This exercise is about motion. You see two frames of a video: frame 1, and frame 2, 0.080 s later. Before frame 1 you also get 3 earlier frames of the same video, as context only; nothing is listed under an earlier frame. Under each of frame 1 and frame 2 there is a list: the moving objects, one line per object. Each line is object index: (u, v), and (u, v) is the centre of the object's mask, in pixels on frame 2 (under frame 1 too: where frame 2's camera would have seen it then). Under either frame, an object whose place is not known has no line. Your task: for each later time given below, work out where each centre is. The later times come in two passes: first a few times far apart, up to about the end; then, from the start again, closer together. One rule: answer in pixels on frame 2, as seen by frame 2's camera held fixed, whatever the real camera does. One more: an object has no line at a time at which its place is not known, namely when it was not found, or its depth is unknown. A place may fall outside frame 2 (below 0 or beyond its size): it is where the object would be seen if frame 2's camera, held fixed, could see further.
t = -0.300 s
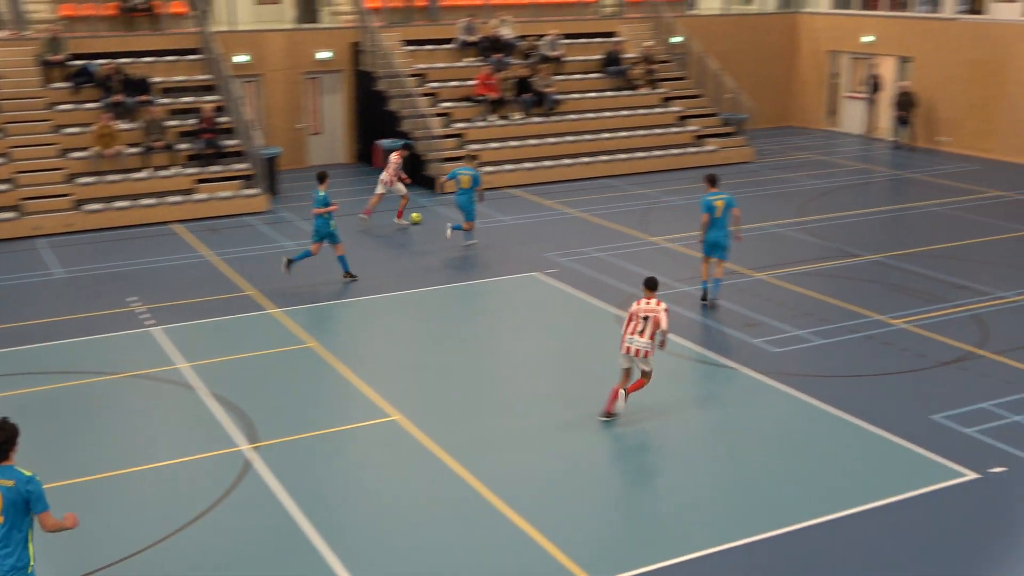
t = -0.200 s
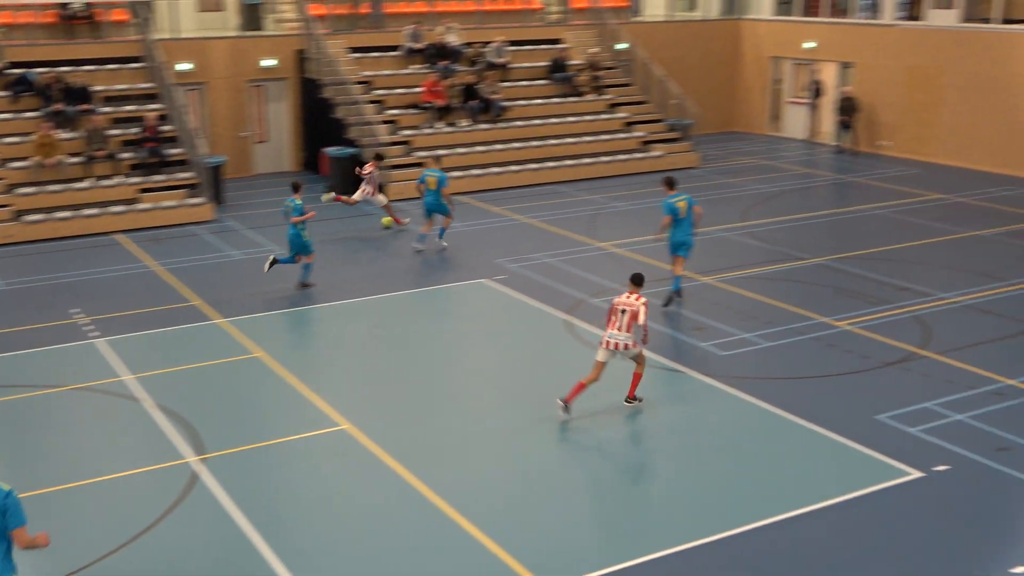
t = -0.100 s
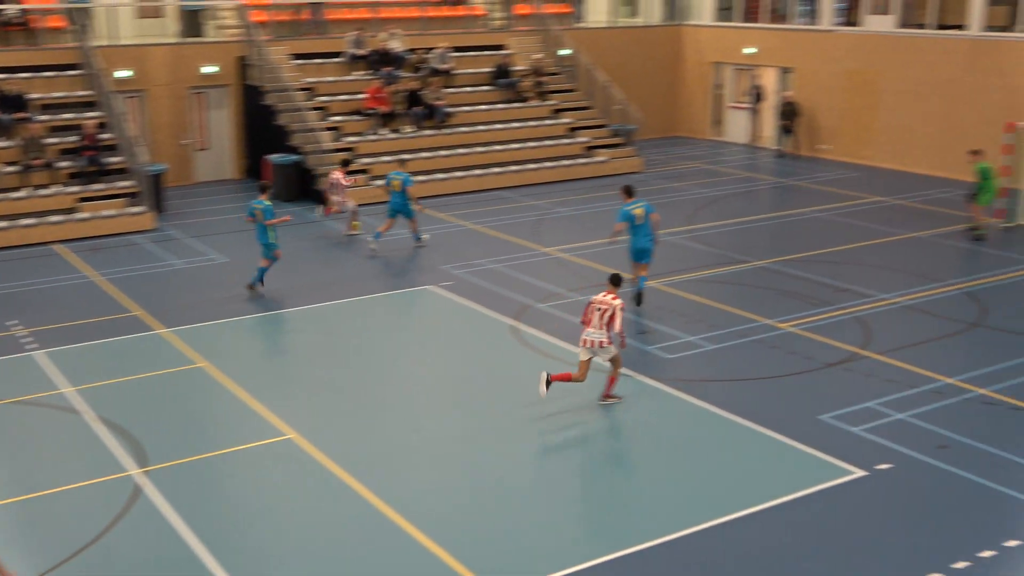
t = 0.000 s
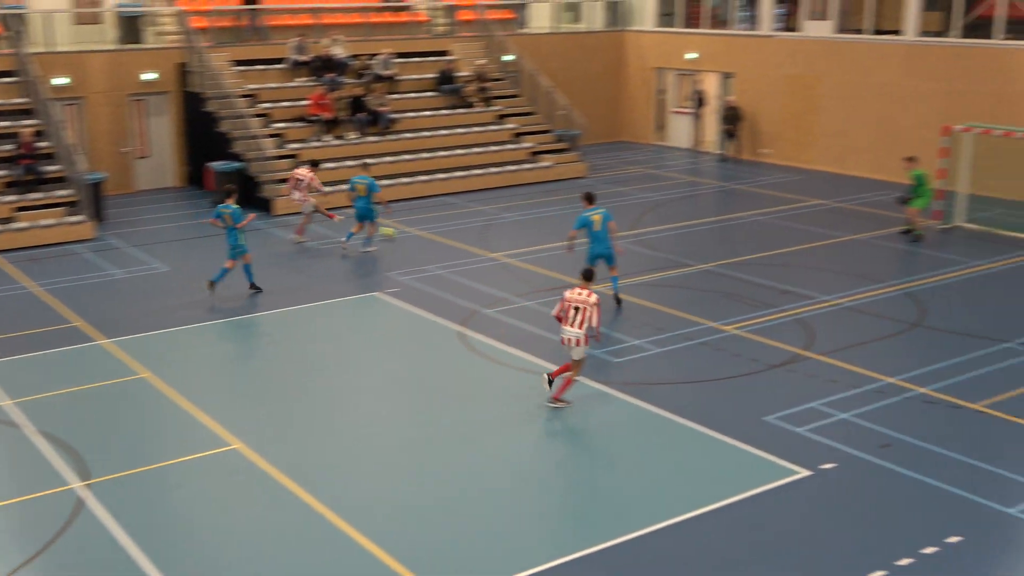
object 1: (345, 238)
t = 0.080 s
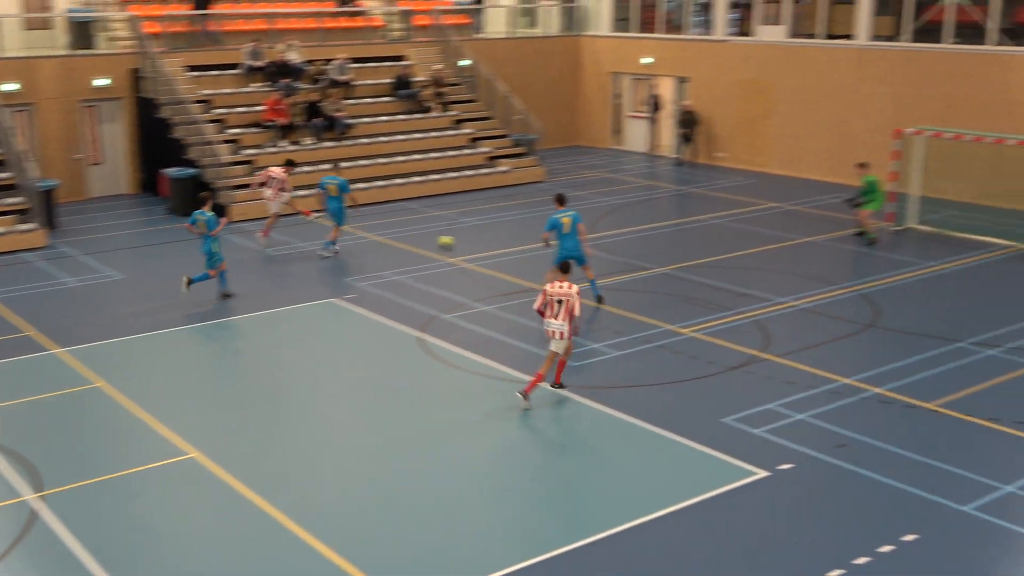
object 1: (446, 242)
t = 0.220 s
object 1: (614, 247)
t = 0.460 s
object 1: (864, 255)
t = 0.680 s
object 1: (1076, 266)
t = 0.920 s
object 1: (1297, 276)
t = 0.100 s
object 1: (470, 241)
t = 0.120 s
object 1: (493, 241)
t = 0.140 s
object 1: (517, 242)
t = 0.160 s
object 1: (542, 242)
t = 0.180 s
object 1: (564, 243)
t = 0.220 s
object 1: (614, 247)
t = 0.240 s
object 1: (633, 247)
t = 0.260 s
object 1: (655, 247)
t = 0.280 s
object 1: (677, 248)
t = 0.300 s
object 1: (699, 250)
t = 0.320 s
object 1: (720, 250)
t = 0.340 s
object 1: (741, 250)
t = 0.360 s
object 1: (762, 251)
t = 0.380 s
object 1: (783, 252)
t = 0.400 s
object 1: (803, 252)
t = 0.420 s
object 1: (823, 254)
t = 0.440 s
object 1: (844, 255)
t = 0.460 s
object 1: (864, 255)
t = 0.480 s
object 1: (883, 256)
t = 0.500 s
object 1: (903, 257)
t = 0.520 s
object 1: (923, 258)
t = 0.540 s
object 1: (942, 260)
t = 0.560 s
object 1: (961, 260)
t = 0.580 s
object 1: (980, 260)
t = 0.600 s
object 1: (1000, 261)
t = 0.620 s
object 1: (1019, 262)
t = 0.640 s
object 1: (1038, 263)
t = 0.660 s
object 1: (1057, 264)
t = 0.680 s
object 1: (1076, 266)
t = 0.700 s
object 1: (1095, 266)
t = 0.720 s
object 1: (1113, 266)
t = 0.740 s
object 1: (1132, 266)
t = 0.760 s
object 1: (1150, 266)
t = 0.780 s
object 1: (1169, 268)
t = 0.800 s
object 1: (1187, 269)
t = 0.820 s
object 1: (1205, 272)
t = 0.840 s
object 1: (1223, 273)
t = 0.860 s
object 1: (1241, 273)
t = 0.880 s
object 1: (1261, 273)
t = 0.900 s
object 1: (1279, 274)
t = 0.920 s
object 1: (1297, 276)
